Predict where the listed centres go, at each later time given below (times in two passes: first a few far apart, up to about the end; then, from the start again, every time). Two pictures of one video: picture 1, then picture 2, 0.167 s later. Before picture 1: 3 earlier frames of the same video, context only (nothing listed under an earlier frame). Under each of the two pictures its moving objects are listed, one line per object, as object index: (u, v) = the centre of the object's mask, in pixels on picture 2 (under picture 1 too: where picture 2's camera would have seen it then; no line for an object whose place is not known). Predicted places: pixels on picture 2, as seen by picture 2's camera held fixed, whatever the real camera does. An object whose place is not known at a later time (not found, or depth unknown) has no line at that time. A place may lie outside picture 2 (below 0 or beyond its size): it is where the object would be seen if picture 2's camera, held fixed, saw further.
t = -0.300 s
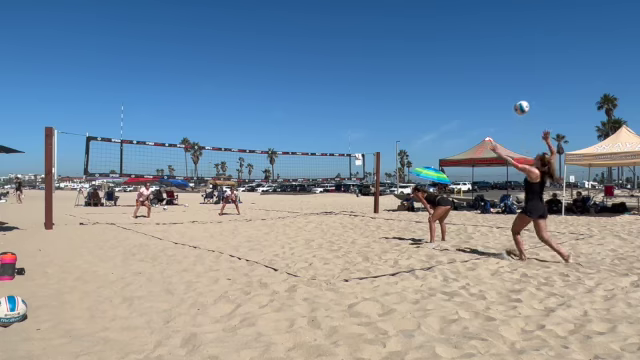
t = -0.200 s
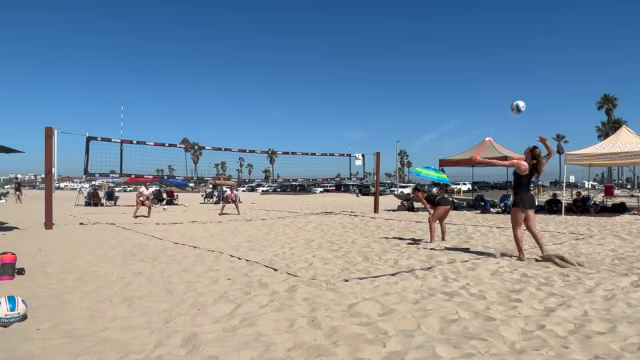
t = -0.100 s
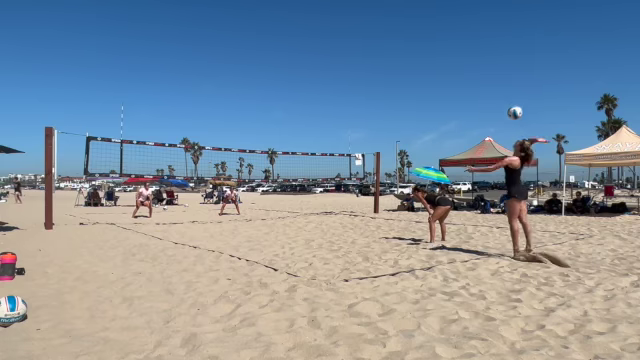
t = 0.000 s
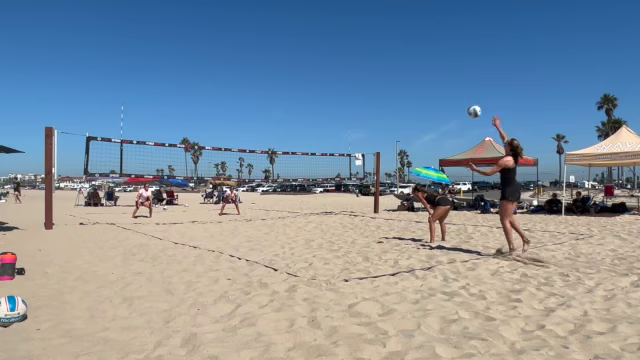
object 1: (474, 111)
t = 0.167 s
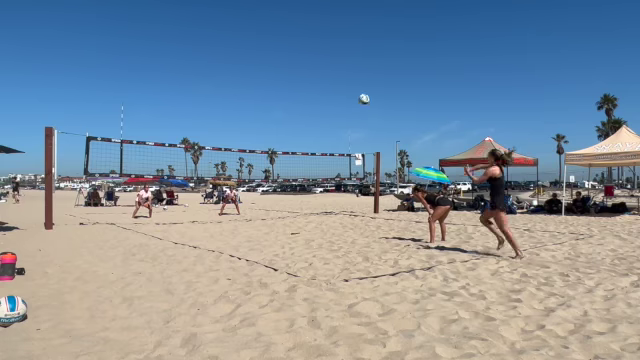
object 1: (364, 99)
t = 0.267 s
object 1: (317, 100)
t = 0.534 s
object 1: (234, 119)
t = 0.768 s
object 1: (187, 149)
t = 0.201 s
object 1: (347, 99)
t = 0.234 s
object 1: (331, 99)
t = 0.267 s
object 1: (317, 100)
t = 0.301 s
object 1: (304, 101)
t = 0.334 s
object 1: (292, 103)
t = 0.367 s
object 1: (280, 104)
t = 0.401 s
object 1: (269, 107)
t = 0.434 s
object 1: (260, 109)
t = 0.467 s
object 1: (250, 112)
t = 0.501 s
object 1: (241, 116)
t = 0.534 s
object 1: (234, 119)
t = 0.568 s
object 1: (226, 123)
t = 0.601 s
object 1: (219, 127)
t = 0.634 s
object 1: (212, 131)
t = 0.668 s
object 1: (205, 135)
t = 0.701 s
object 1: (199, 139)
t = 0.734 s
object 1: (193, 143)
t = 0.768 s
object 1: (187, 149)
